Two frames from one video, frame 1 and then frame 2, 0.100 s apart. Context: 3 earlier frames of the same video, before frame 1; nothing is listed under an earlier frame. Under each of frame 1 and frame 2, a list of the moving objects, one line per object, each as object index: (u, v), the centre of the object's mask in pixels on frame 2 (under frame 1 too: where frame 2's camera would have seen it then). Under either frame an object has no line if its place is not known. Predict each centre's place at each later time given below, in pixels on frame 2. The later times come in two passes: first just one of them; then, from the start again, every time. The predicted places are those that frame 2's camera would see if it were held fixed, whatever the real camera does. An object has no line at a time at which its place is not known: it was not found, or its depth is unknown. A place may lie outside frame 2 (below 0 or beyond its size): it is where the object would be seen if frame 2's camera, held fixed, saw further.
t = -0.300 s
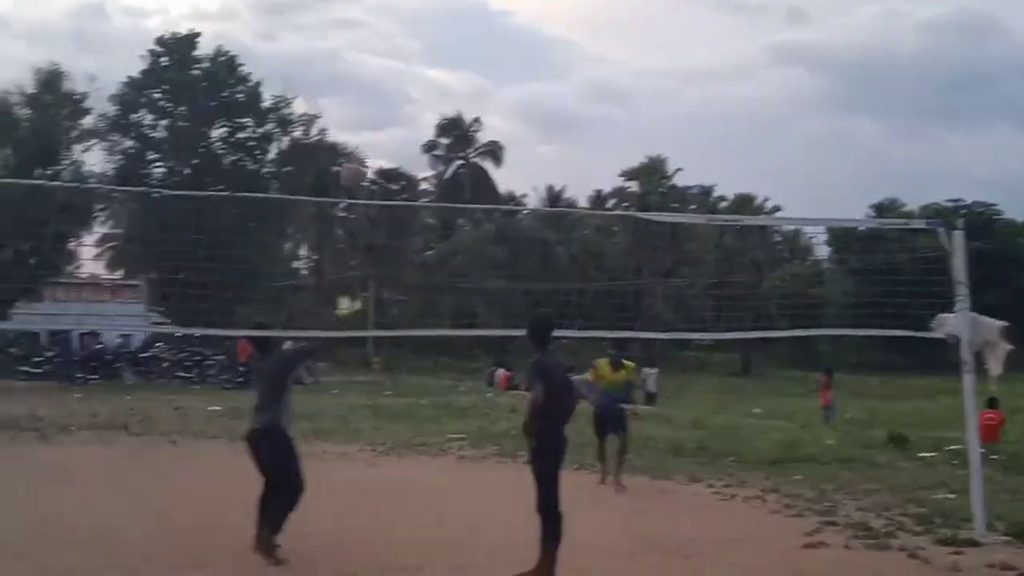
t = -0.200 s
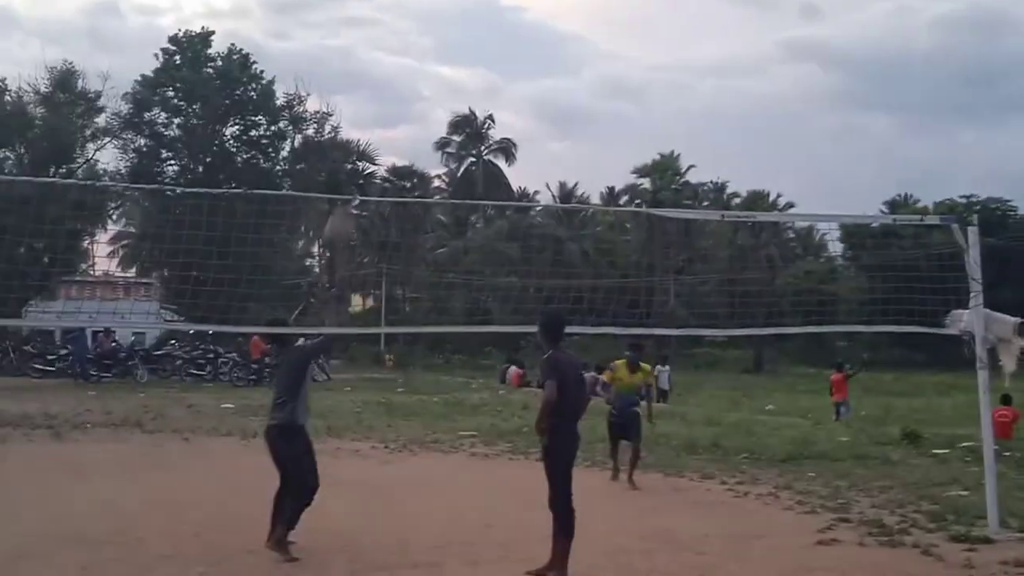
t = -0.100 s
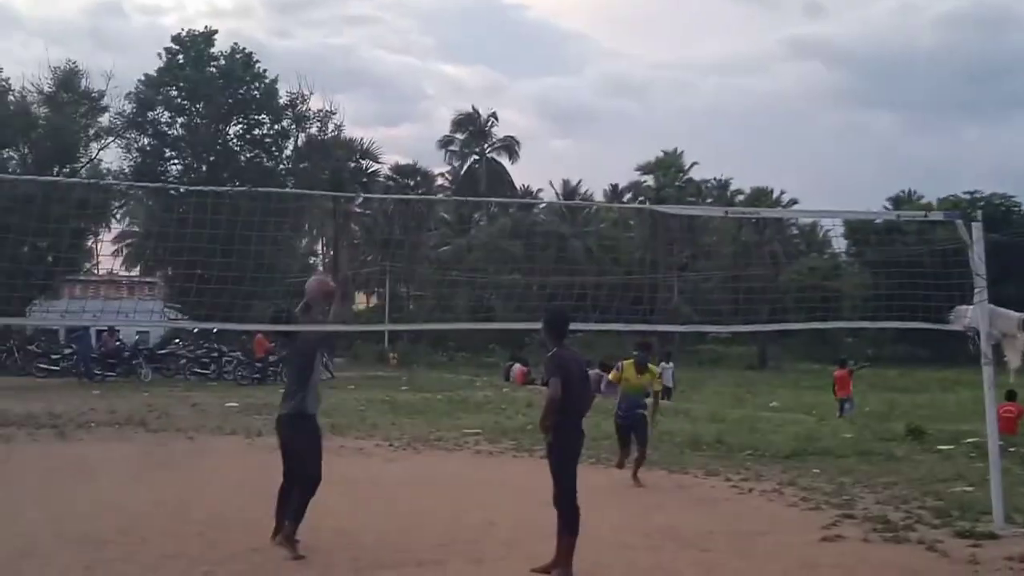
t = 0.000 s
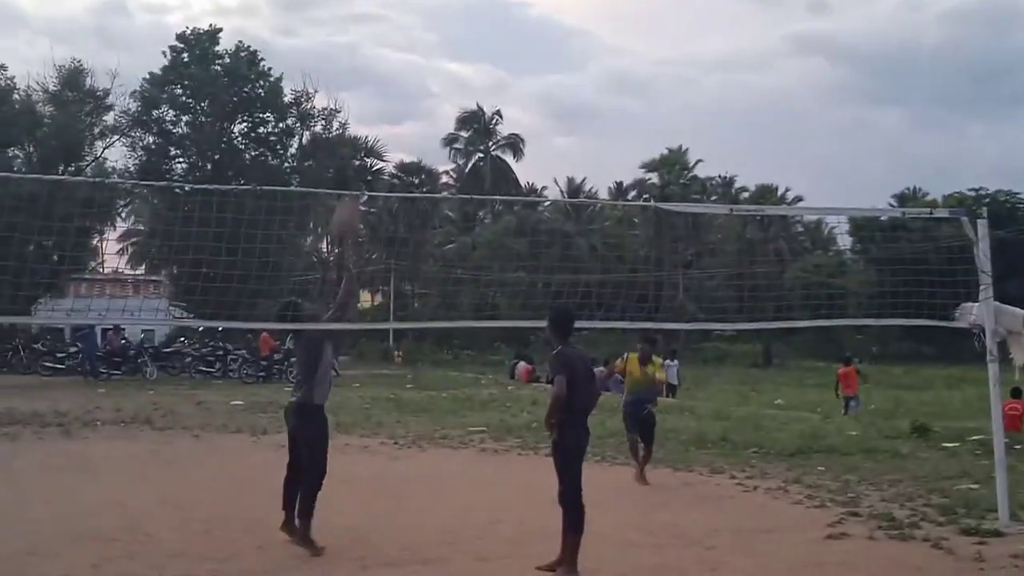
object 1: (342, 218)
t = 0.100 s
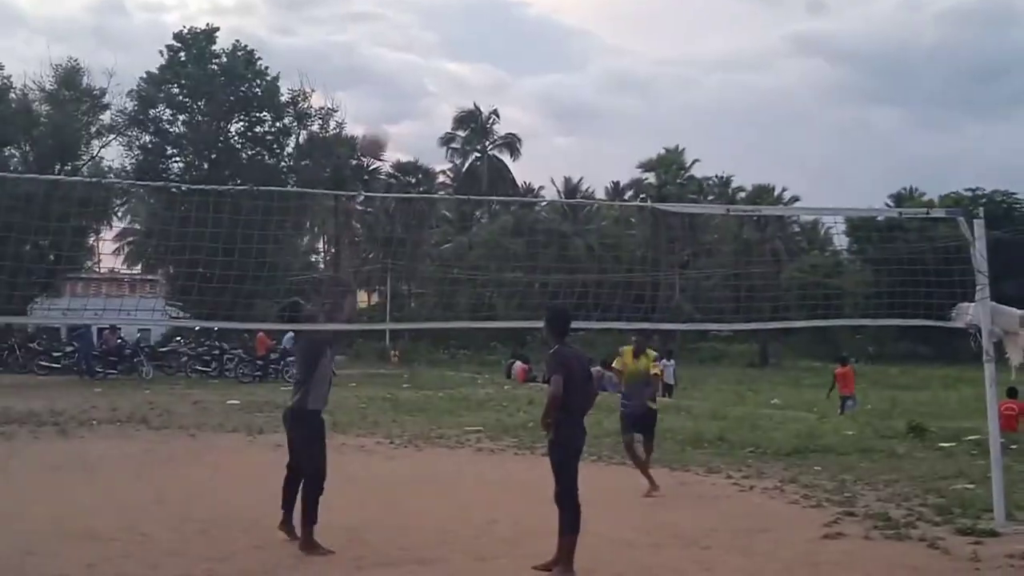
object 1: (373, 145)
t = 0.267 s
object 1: (419, 54)
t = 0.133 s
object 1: (383, 120)
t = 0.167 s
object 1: (392, 102)
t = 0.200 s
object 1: (401, 85)
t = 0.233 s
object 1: (410, 70)
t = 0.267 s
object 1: (419, 54)
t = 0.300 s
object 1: (428, 41)
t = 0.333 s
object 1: (437, 29)
